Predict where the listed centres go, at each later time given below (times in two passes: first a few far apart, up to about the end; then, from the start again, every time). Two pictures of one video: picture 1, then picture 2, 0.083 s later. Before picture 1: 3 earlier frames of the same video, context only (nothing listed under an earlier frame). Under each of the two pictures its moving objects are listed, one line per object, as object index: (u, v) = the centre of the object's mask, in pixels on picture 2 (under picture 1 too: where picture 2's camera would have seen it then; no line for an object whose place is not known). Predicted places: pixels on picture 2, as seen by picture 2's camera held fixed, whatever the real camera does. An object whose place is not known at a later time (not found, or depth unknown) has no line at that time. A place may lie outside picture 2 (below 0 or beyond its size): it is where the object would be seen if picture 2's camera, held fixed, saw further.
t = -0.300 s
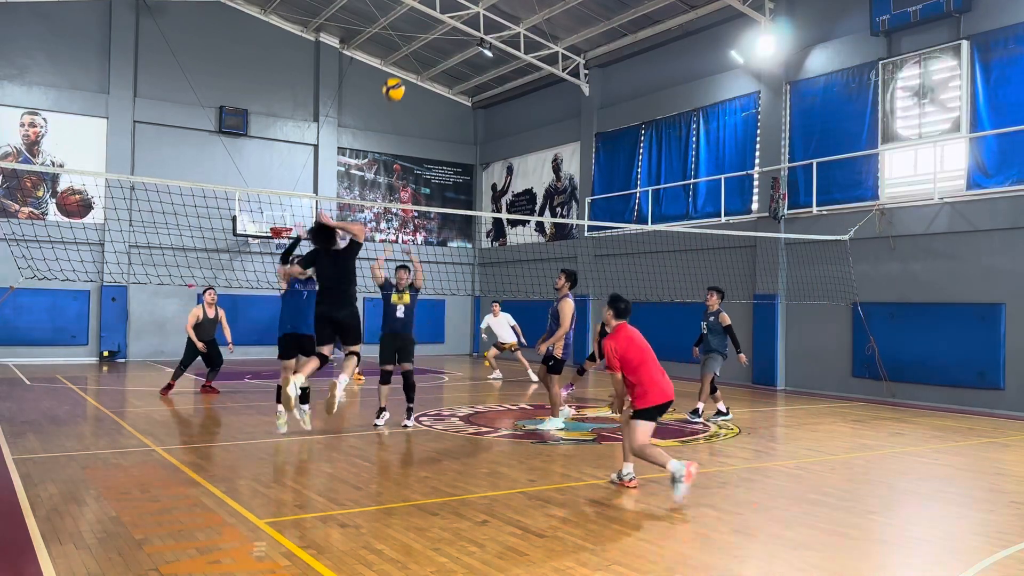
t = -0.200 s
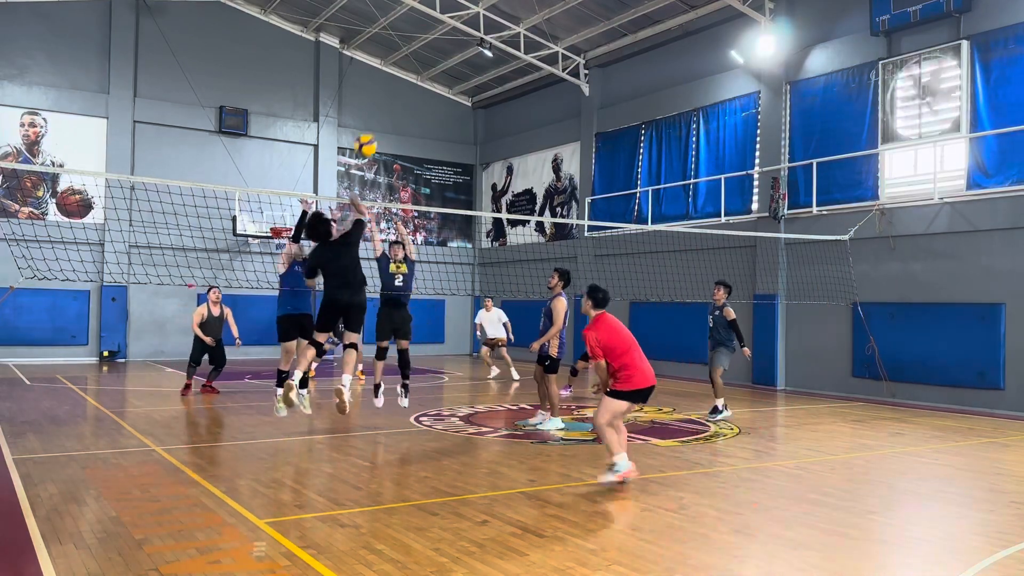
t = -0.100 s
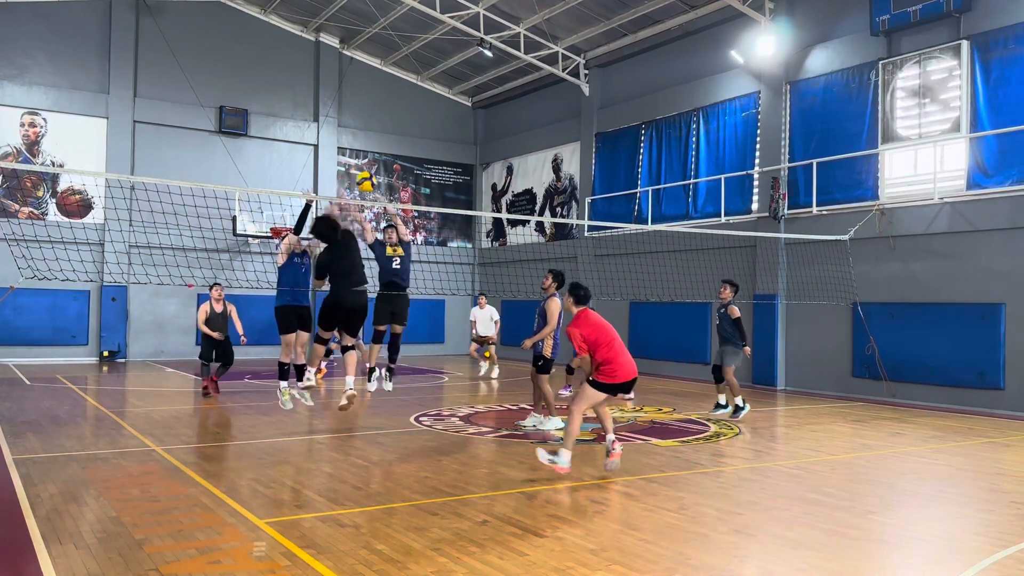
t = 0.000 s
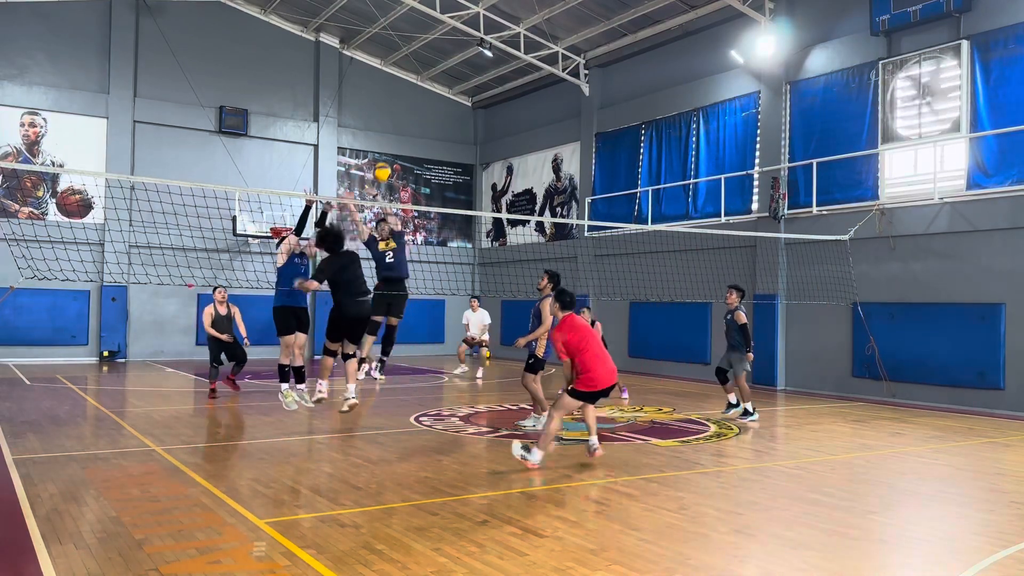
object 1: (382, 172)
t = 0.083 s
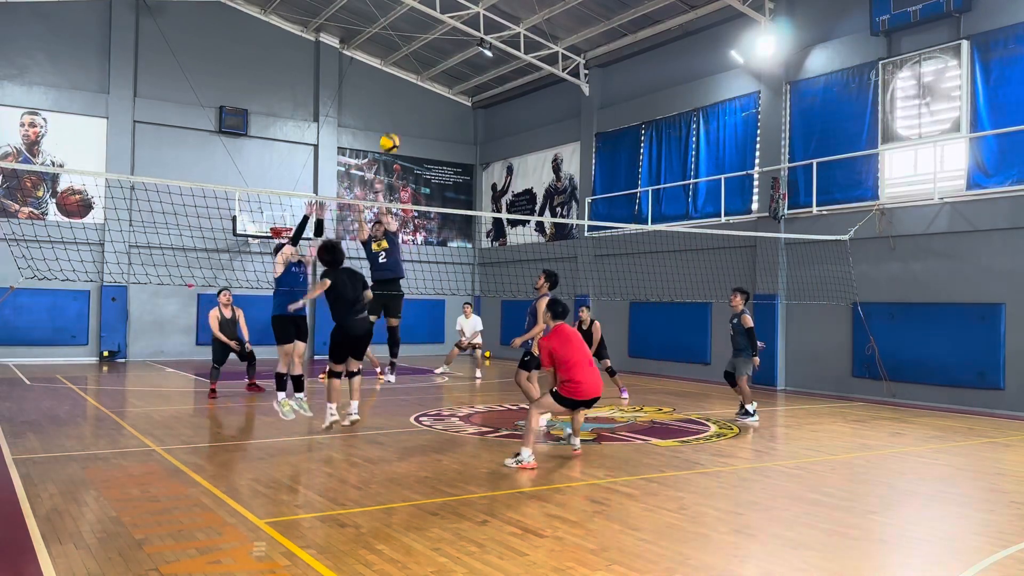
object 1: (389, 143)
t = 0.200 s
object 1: (401, 110)
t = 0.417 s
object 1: (425, 80)
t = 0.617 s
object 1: (452, 96)
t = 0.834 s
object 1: (486, 167)
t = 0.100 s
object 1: (391, 138)
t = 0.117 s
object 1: (392, 133)
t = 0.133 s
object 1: (394, 128)
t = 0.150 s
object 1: (396, 123)
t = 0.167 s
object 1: (397, 119)
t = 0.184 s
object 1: (399, 115)
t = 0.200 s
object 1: (401, 110)
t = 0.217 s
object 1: (402, 107)
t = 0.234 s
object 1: (404, 103)
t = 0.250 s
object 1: (406, 100)
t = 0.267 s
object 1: (408, 97)
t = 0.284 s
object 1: (409, 94)
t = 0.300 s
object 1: (411, 91)
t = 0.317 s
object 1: (413, 88)
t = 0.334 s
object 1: (415, 87)
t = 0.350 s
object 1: (416, 86)
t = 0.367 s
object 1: (419, 84)
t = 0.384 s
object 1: (421, 83)
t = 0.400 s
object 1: (422, 81)
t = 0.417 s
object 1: (425, 80)
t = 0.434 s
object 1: (427, 81)
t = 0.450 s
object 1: (429, 80)
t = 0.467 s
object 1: (431, 80)
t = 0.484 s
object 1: (433, 80)
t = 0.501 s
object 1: (436, 81)
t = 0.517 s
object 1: (438, 83)
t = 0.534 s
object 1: (440, 84)
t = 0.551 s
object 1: (442, 85)
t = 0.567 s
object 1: (445, 87)
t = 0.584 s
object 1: (447, 89)
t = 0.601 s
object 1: (450, 92)
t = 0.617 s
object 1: (452, 96)
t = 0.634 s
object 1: (454, 99)
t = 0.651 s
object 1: (457, 102)
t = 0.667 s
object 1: (459, 106)
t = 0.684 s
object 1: (461, 111)
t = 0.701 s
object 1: (464, 116)
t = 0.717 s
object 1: (467, 121)
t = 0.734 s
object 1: (469, 126)
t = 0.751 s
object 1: (472, 132)
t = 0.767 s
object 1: (475, 139)
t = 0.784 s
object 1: (478, 145)
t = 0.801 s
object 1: (480, 153)
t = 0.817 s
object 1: (483, 160)
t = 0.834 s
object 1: (486, 167)
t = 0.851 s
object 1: (489, 176)
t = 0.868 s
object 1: (492, 185)
